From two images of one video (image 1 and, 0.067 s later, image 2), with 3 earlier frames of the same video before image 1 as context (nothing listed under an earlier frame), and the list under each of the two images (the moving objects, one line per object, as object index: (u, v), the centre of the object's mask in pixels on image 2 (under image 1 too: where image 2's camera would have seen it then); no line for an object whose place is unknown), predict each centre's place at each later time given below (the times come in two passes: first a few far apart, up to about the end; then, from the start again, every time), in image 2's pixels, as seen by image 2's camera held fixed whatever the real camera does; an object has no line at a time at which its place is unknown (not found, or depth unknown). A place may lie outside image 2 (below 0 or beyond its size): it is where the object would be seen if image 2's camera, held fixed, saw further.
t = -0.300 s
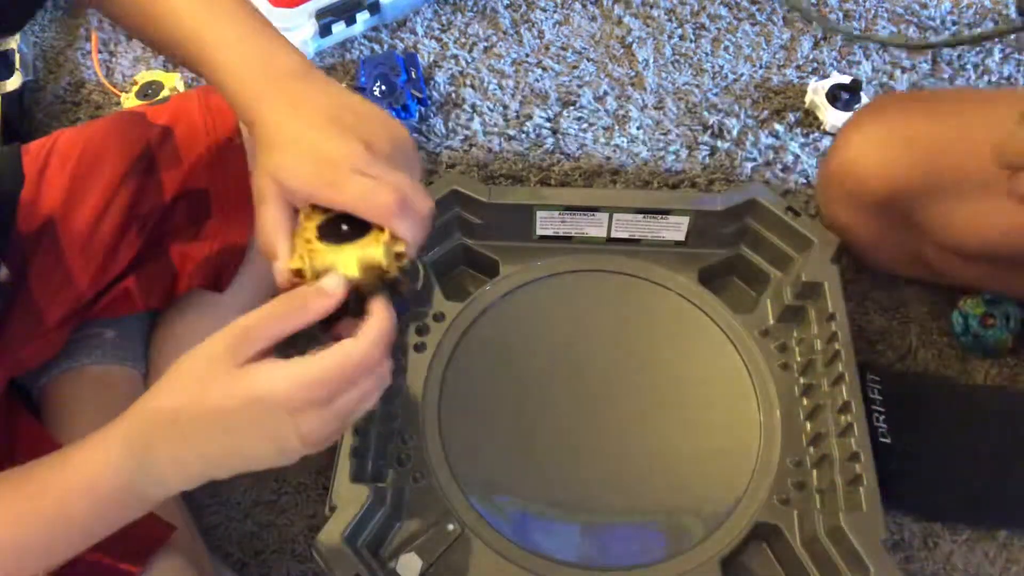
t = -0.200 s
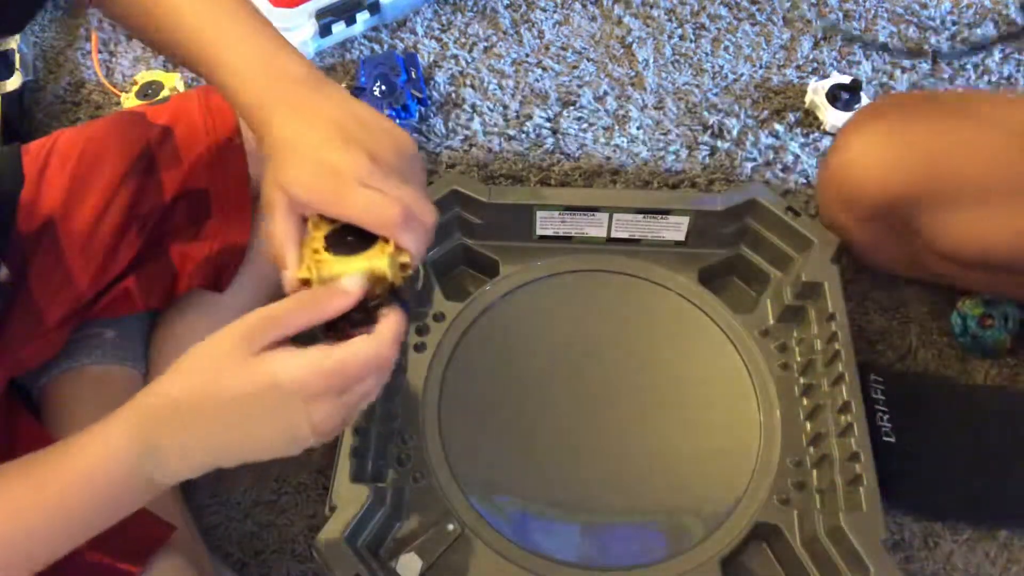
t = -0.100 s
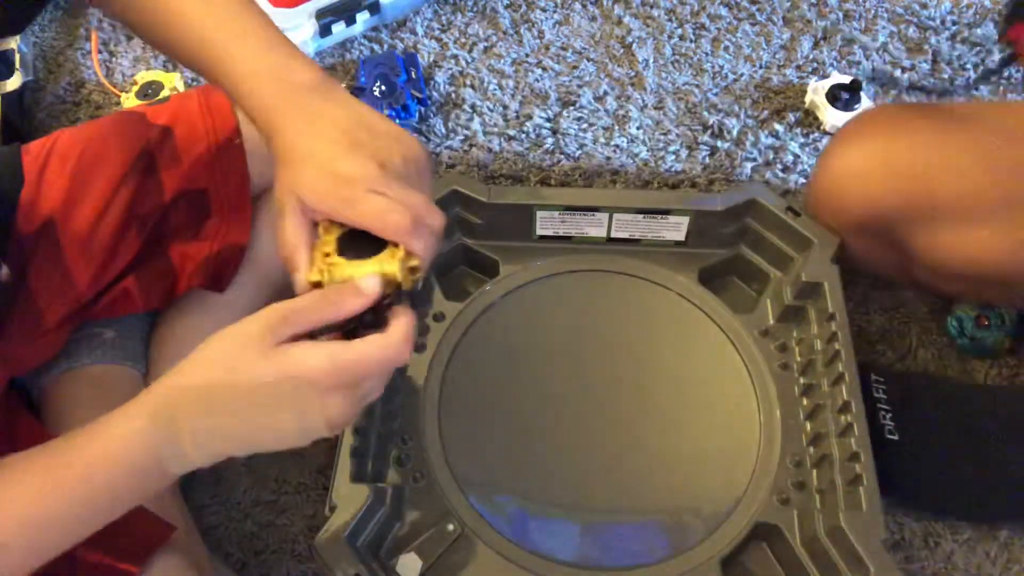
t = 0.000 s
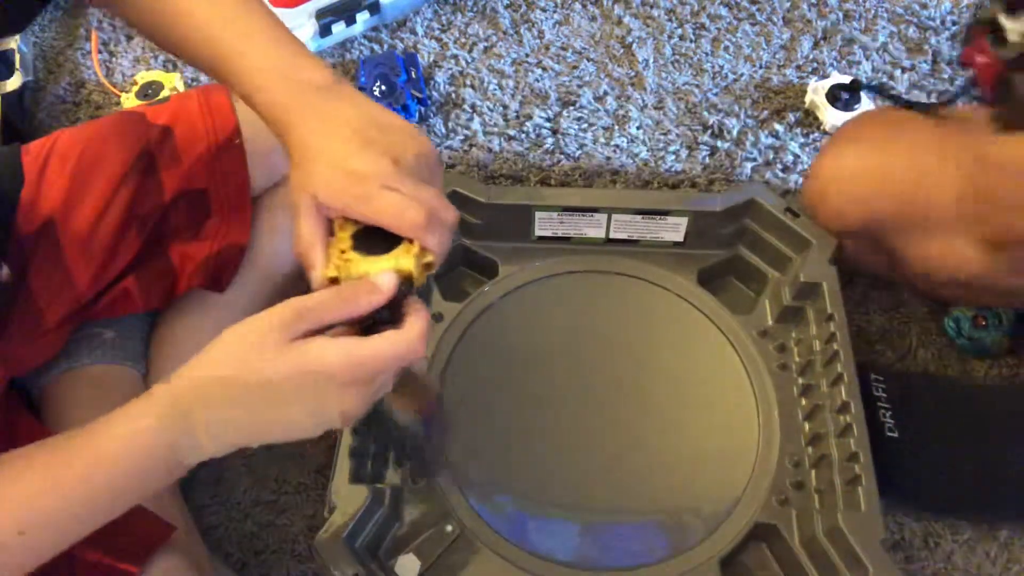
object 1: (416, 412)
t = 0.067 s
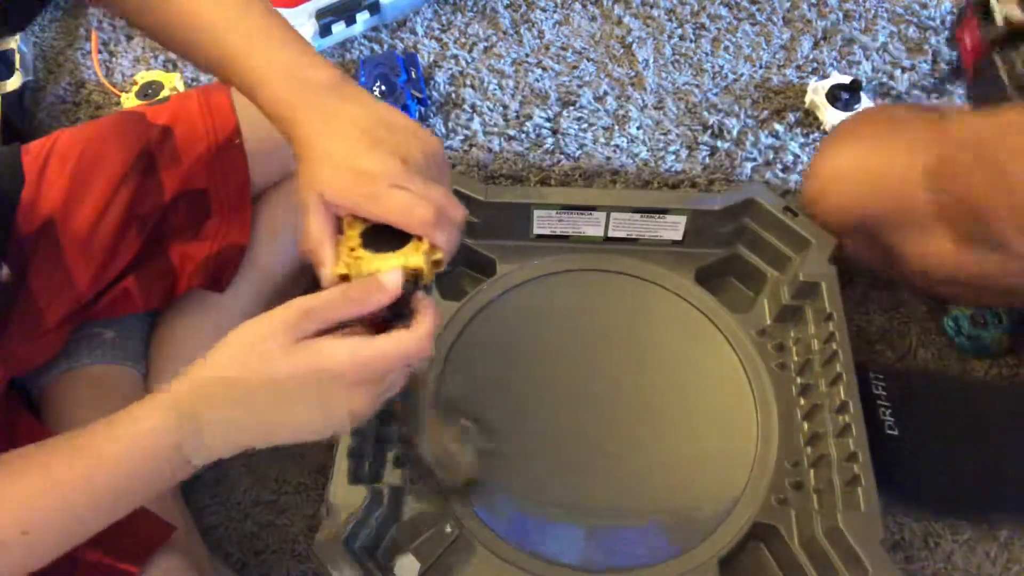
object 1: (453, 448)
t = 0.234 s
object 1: (595, 506)
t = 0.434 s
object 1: (664, 460)
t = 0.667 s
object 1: (650, 425)
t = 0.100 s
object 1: (487, 478)
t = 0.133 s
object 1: (517, 498)
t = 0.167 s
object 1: (545, 511)
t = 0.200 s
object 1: (570, 512)
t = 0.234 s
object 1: (595, 506)
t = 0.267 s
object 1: (614, 503)
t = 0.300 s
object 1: (630, 497)
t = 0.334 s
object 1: (645, 488)
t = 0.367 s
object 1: (653, 478)
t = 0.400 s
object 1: (661, 469)
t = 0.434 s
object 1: (664, 460)
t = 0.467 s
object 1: (665, 452)
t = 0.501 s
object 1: (665, 444)
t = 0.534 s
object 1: (663, 438)
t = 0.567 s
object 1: (660, 433)
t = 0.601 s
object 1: (657, 429)
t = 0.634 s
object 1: (653, 427)
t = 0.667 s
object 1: (650, 425)
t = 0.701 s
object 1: (648, 424)
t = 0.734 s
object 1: (646, 424)
